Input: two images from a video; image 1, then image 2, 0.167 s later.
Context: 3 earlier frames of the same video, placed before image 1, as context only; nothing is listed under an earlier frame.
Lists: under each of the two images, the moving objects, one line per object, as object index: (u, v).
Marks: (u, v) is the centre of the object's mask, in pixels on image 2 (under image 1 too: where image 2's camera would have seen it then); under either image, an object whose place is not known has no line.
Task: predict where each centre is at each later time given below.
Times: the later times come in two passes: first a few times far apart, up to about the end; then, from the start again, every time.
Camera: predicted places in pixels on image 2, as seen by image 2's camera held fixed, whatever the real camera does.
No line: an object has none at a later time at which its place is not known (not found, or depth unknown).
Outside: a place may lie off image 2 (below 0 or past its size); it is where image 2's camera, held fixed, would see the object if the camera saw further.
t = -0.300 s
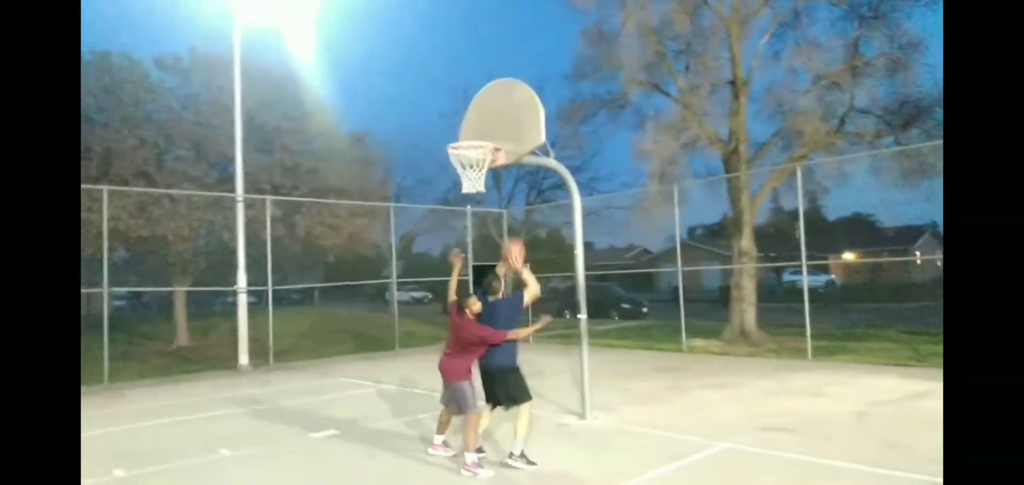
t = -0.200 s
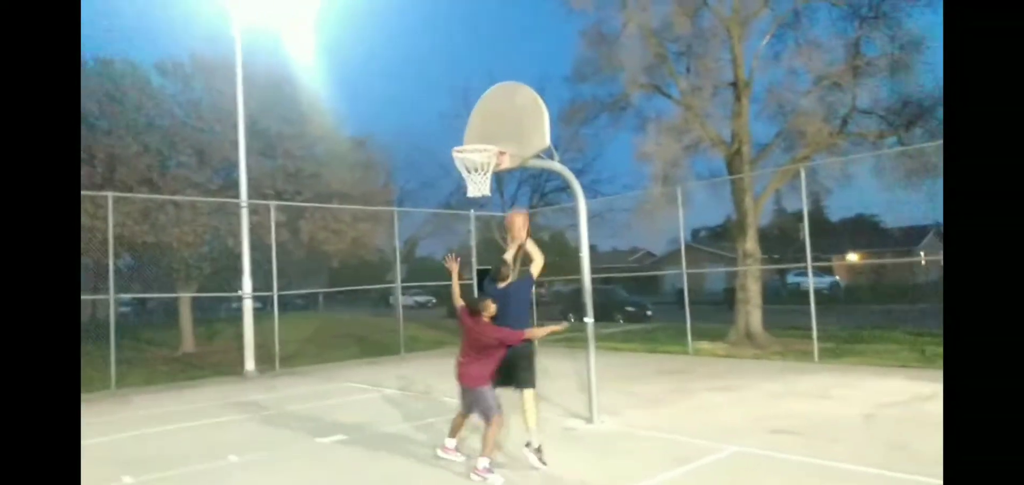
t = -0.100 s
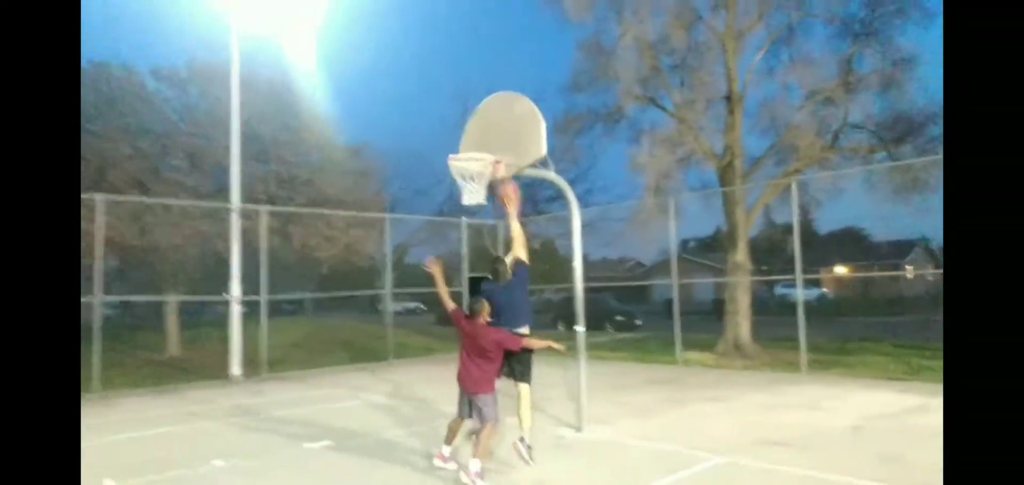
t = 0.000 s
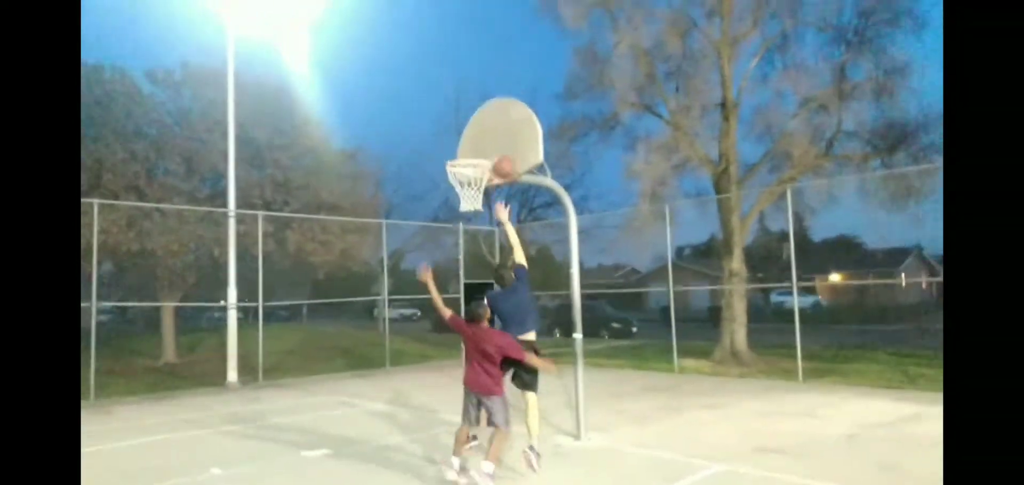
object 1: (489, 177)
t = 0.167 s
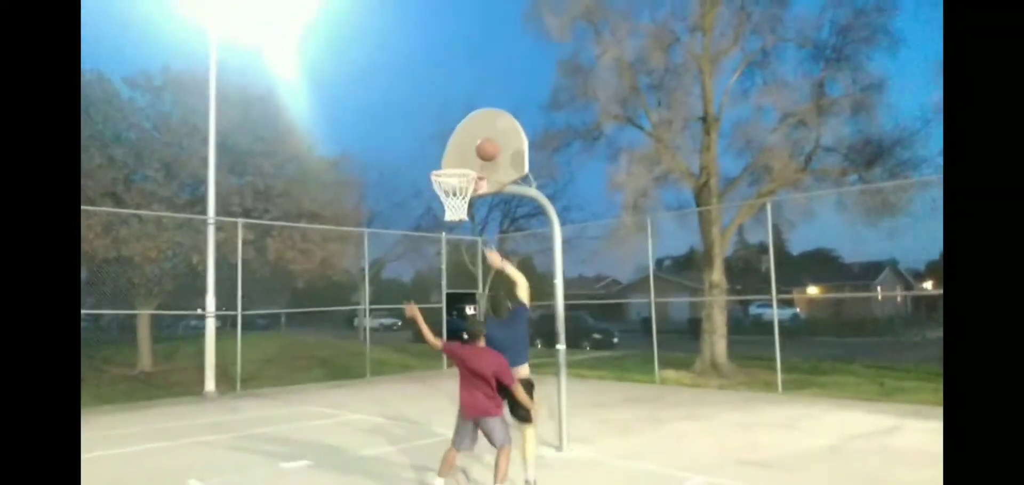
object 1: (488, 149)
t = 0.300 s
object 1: (487, 147)
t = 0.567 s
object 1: (488, 158)
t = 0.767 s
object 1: (495, 168)
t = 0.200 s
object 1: (487, 147)
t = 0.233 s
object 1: (487, 146)
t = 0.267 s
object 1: (488, 146)
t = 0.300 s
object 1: (487, 147)
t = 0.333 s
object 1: (486, 149)
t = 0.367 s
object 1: (486, 153)
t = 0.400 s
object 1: (486, 157)
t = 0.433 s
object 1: (486, 161)
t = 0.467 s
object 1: (484, 164)
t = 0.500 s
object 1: (484, 163)
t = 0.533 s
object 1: (486, 160)
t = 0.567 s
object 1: (488, 158)
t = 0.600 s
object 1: (489, 157)
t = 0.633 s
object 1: (491, 158)
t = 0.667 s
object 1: (492, 159)
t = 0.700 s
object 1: (493, 161)
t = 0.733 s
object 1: (494, 164)
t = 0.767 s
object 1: (495, 168)
